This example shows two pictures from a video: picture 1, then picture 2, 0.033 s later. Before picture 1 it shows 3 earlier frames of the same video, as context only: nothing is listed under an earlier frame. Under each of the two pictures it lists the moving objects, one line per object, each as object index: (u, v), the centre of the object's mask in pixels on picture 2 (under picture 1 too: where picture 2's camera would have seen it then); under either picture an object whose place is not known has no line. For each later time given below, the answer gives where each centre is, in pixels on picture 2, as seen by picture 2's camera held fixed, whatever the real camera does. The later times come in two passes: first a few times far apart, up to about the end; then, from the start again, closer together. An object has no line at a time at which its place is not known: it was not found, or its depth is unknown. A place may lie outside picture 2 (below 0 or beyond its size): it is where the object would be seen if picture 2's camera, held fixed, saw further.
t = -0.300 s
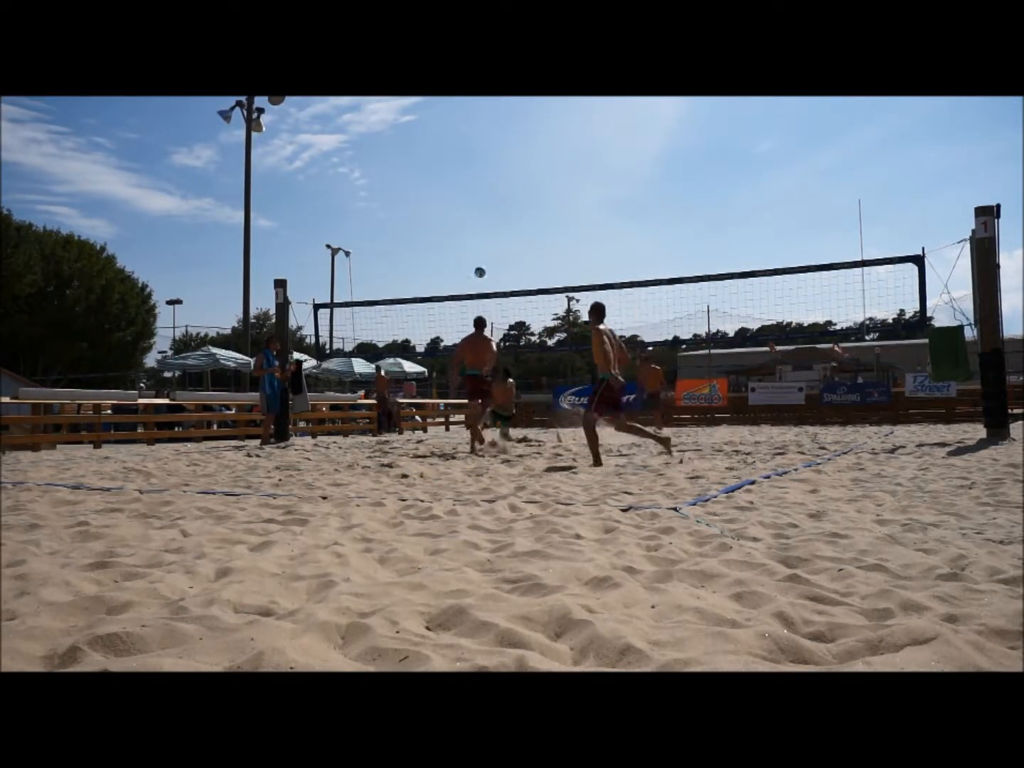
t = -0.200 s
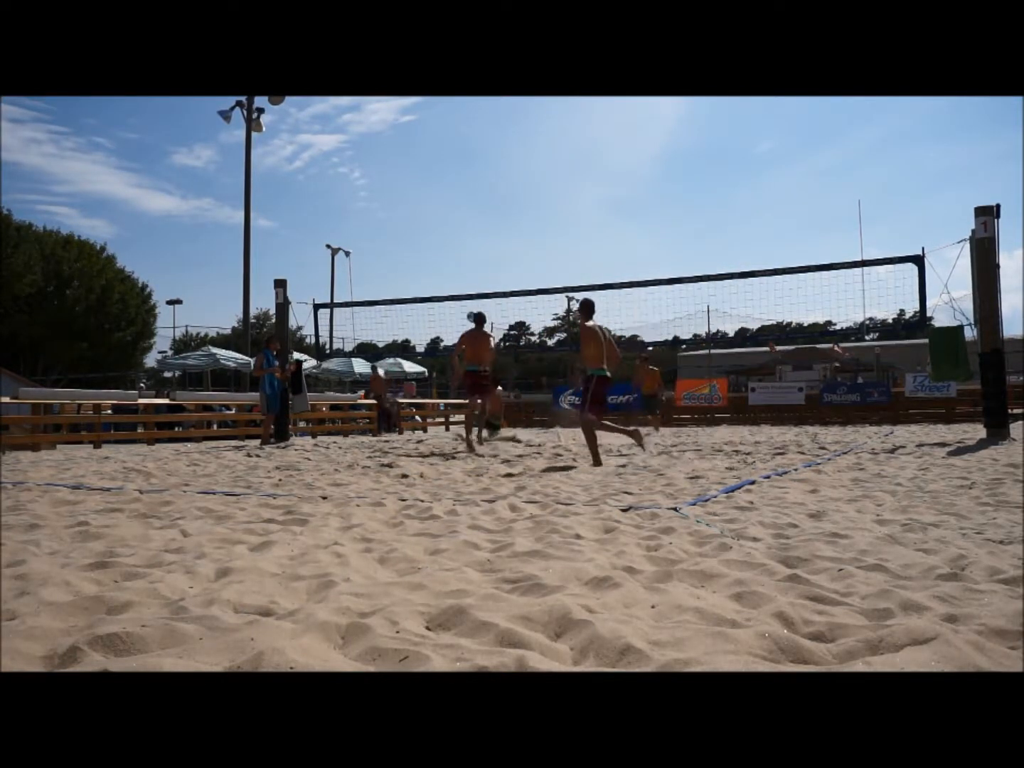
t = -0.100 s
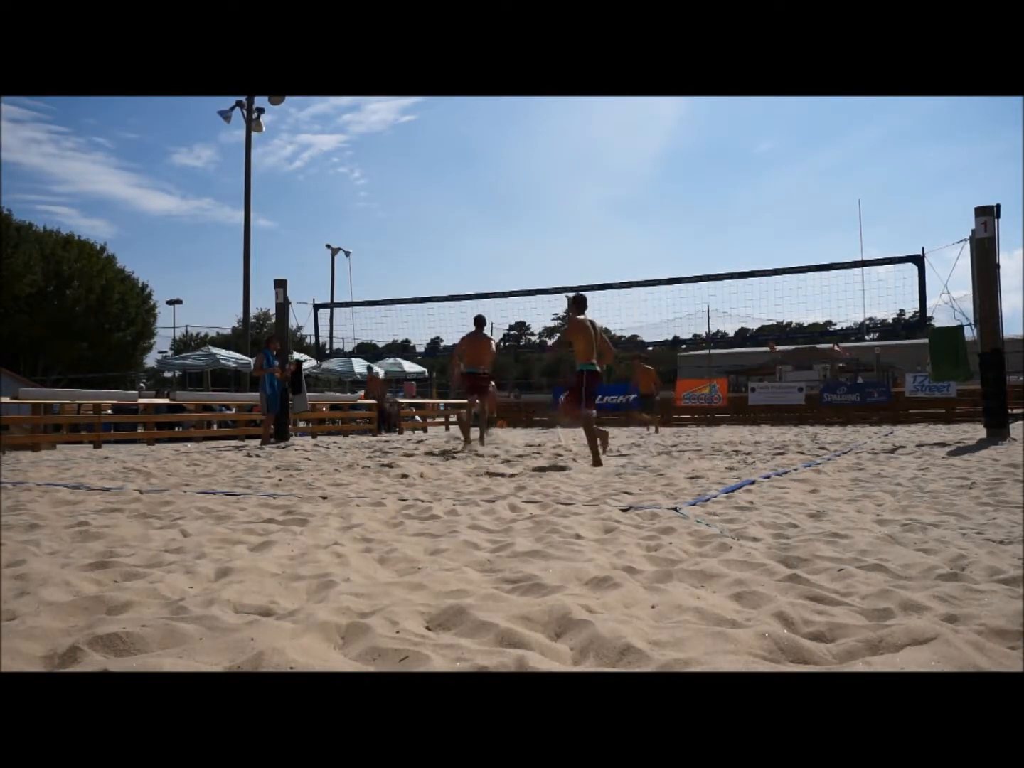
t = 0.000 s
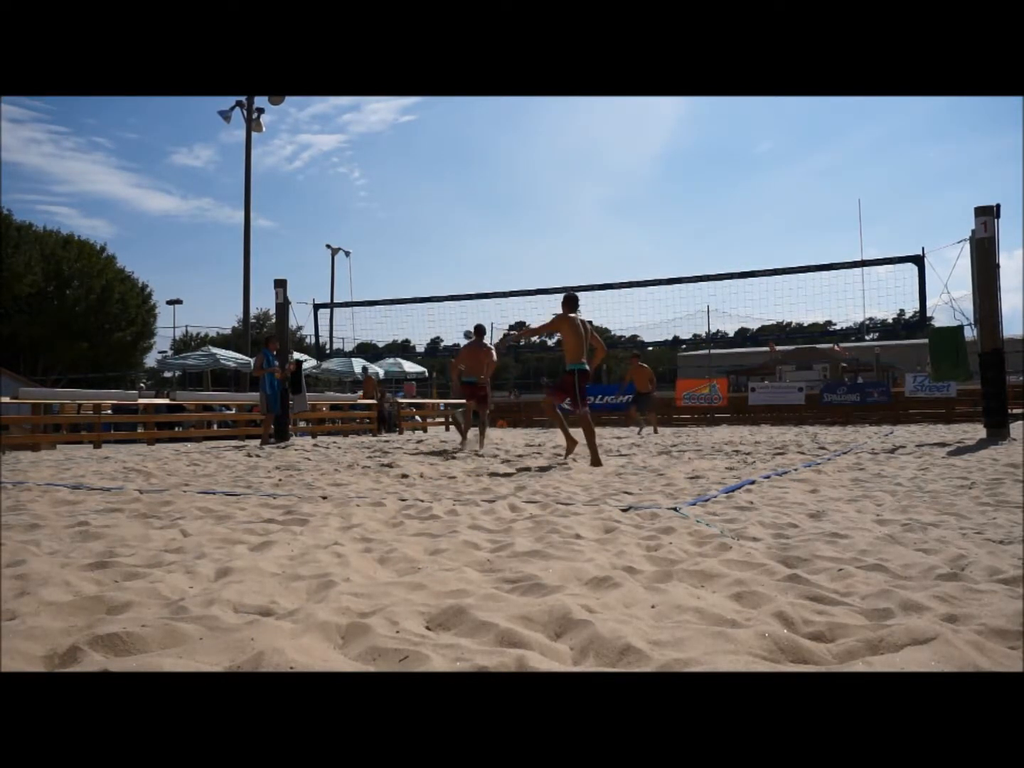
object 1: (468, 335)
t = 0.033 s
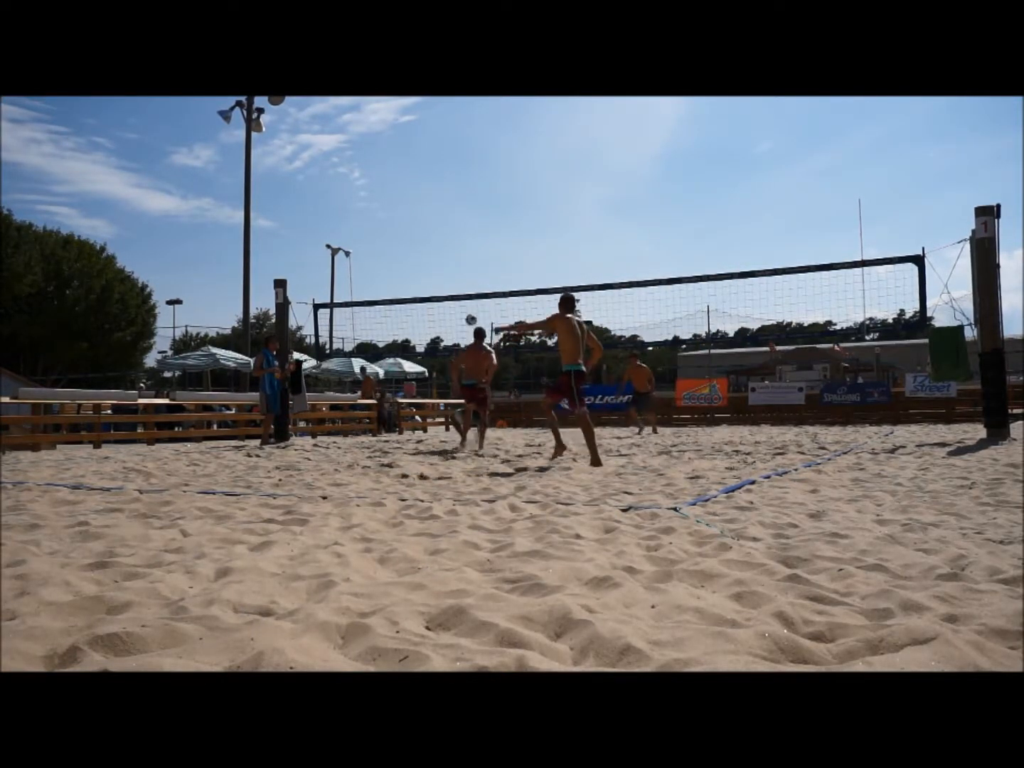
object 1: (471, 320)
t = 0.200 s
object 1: (483, 254)
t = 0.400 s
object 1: (498, 194)
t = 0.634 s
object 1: (518, 151)
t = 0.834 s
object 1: (536, 138)
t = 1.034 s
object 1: (555, 147)
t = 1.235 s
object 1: (574, 179)
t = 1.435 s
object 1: (595, 232)
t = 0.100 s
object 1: (475, 290)
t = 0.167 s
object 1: (480, 266)
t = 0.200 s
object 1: (483, 254)
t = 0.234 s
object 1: (485, 242)
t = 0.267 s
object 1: (488, 231)
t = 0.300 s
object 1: (490, 221)
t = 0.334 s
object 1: (493, 211)
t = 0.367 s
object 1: (496, 202)
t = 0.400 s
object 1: (498, 194)
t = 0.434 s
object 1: (501, 186)
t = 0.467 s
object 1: (504, 179)
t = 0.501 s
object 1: (507, 172)
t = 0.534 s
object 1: (510, 166)
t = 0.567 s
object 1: (512, 161)
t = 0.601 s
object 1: (515, 156)
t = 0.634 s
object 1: (518, 151)
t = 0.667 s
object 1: (521, 147)
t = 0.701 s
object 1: (524, 145)
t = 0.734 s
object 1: (527, 142)
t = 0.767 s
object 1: (530, 140)
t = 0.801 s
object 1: (533, 139)
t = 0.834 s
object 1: (536, 138)
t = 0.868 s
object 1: (539, 138)
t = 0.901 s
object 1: (542, 138)
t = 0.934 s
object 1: (545, 140)
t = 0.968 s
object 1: (548, 142)
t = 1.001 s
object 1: (552, 144)
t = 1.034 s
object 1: (555, 147)
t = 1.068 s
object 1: (558, 151)
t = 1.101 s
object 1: (561, 155)
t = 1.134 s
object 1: (565, 160)
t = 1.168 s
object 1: (568, 165)
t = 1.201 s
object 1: (571, 172)
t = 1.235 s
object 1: (574, 179)
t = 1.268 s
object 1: (578, 186)
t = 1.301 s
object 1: (581, 194)
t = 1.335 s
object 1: (585, 203)
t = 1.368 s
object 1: (588, 212)
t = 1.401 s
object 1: (592, 222)
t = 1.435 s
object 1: (595, 232)
